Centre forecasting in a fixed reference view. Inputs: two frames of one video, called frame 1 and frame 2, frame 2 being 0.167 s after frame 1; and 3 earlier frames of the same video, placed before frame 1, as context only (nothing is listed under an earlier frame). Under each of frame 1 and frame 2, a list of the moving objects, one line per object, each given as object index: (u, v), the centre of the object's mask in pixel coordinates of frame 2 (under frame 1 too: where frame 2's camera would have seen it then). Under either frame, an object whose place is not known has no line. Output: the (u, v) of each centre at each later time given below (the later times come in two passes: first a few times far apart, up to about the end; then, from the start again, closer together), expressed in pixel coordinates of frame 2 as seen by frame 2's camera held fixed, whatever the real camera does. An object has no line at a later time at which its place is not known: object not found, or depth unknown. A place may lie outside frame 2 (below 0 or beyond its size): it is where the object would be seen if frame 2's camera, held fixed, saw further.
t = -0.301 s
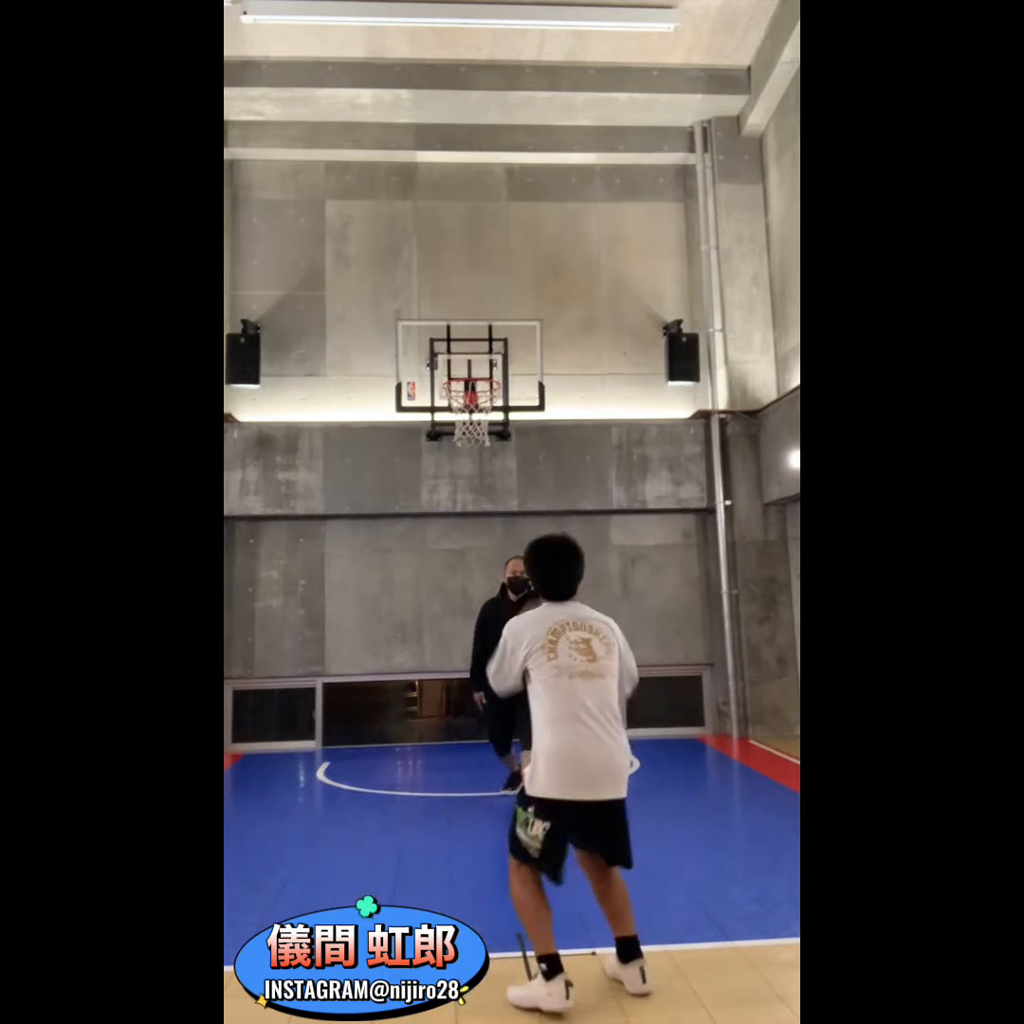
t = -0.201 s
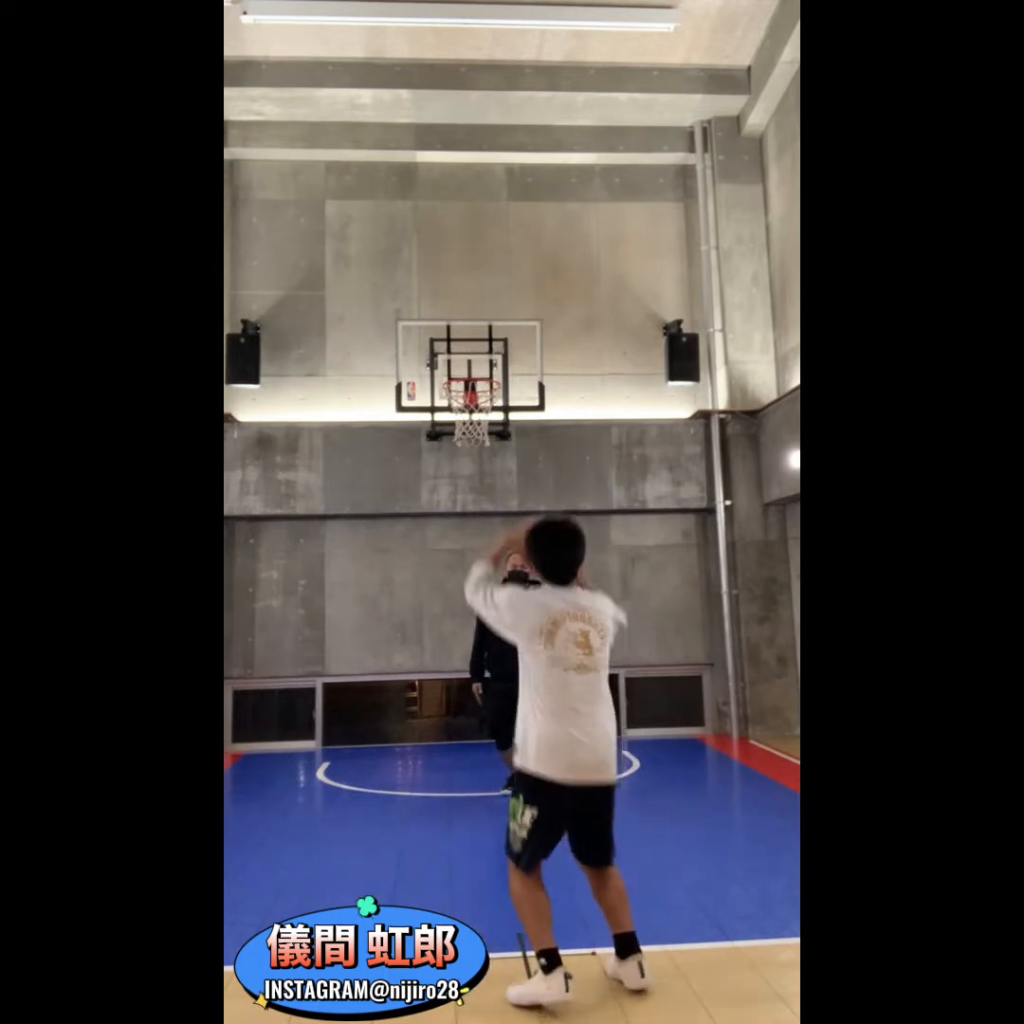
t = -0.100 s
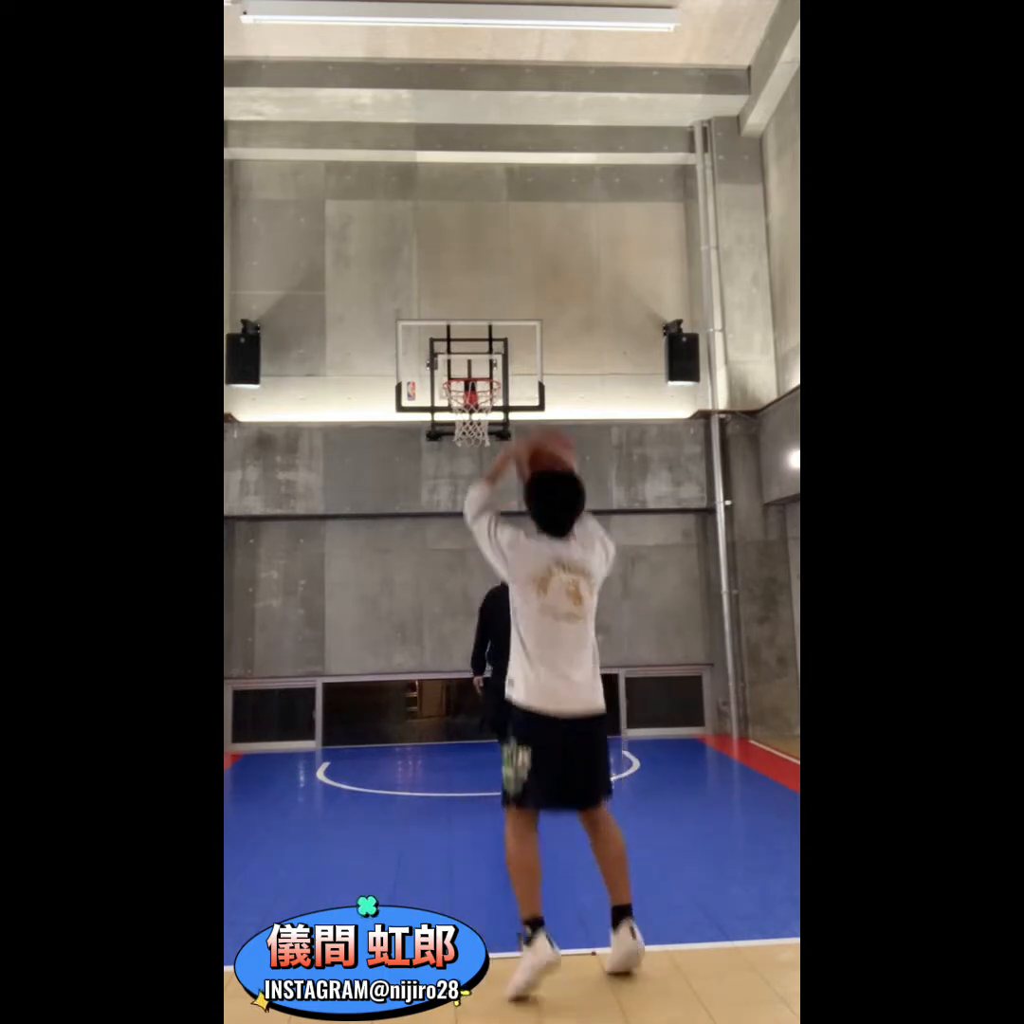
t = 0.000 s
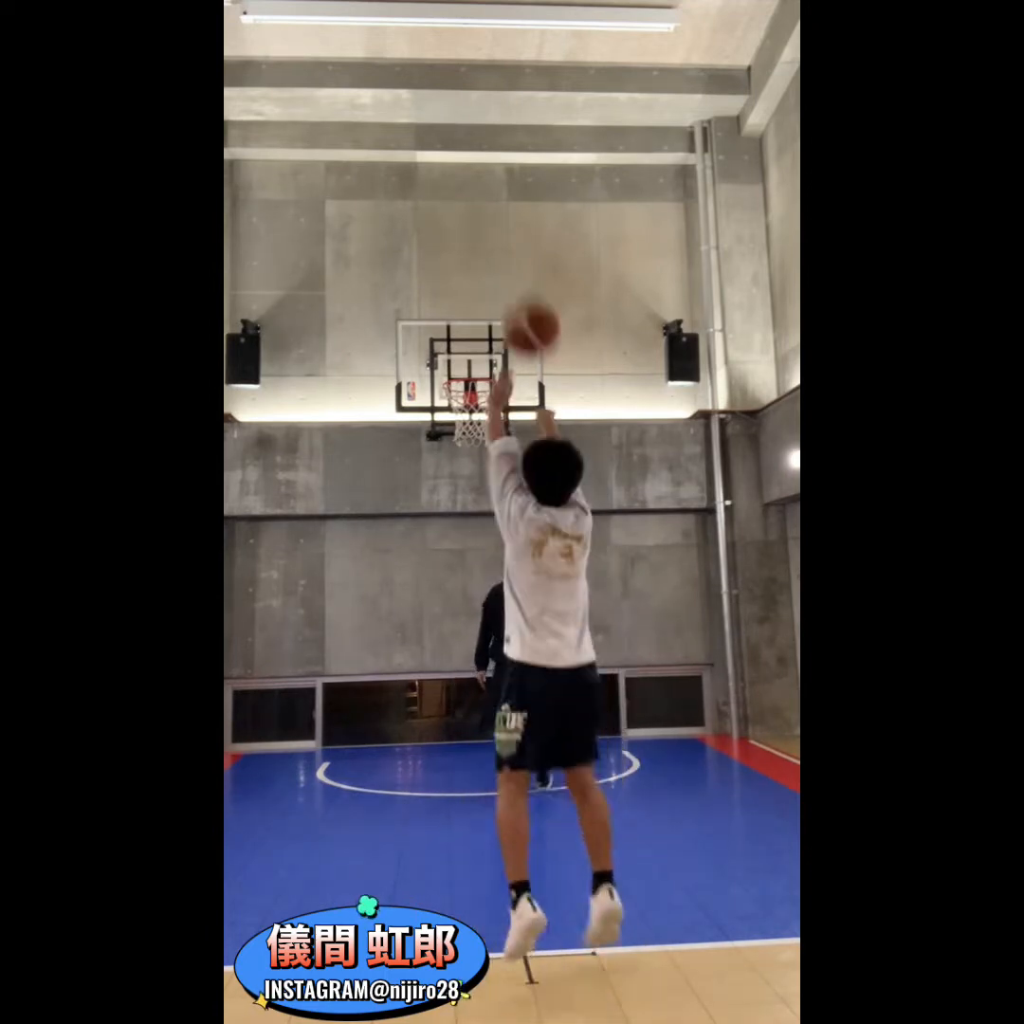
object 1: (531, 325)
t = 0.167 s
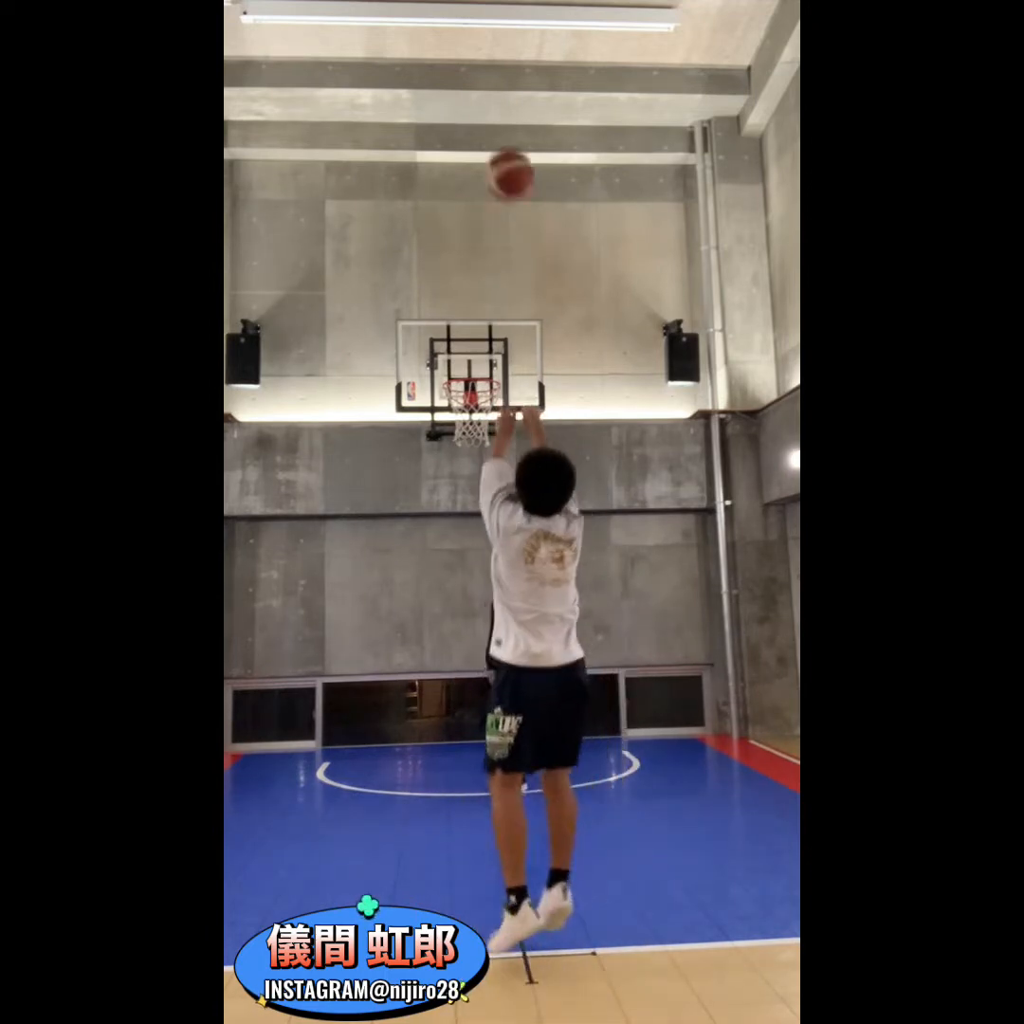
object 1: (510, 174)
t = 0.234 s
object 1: (503, 139)
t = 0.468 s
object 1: (488, 98)
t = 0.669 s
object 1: (480, 127)
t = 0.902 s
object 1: (474, 222)
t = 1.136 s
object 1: (471, 357)
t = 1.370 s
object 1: (473, 404)
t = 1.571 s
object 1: (474, 410)
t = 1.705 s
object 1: (477, 442)
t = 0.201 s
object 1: (506, 155)
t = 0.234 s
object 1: (503, 139)
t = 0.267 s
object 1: (500, 126)
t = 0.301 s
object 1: (498, 115)
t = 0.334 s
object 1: (495, 108)
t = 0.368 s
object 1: (493, 103)
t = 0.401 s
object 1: (490, 100)
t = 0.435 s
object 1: (489, 98)
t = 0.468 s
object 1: (488, 98)
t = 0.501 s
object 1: (486, 99)
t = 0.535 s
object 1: (484, 102)
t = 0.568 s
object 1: (483, 106)
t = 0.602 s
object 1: (482, 113)
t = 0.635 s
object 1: (481, 120)
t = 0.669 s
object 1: (480, 127)
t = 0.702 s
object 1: (479, 138)
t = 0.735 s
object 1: (478, 150)
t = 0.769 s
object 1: (477, 163)
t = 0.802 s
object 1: (476, 174)
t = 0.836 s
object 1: (476, 189)
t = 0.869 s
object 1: (474, 206)
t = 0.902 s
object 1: (474, 222)
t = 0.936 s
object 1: (473, 238)
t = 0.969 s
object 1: (473, 257)
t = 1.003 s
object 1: (473, 276)
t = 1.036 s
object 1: (472, 294)
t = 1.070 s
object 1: (472, 315)
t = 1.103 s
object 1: (472, 336)
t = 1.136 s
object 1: (471, 357)
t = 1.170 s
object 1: (472, 375)
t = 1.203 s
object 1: (471, 395)
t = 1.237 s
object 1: (471, 405)
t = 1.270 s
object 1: (472, 411)
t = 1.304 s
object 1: (472, 410)
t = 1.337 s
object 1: (472, 407)
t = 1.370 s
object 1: (473, 404)
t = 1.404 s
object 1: (473, 405)
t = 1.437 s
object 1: (474, 405)
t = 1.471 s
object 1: (474, 406)
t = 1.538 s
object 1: (474, 408)
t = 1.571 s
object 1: (474, 410)
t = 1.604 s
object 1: (475, 419)
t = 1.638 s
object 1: (476, 425)
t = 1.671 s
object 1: (476, 433)
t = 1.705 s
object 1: (477, 442)
